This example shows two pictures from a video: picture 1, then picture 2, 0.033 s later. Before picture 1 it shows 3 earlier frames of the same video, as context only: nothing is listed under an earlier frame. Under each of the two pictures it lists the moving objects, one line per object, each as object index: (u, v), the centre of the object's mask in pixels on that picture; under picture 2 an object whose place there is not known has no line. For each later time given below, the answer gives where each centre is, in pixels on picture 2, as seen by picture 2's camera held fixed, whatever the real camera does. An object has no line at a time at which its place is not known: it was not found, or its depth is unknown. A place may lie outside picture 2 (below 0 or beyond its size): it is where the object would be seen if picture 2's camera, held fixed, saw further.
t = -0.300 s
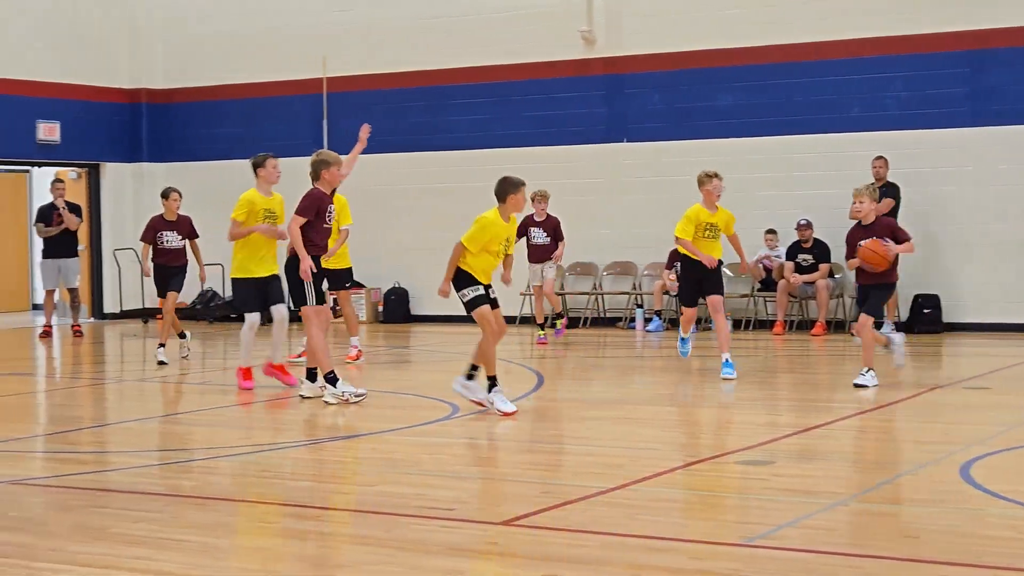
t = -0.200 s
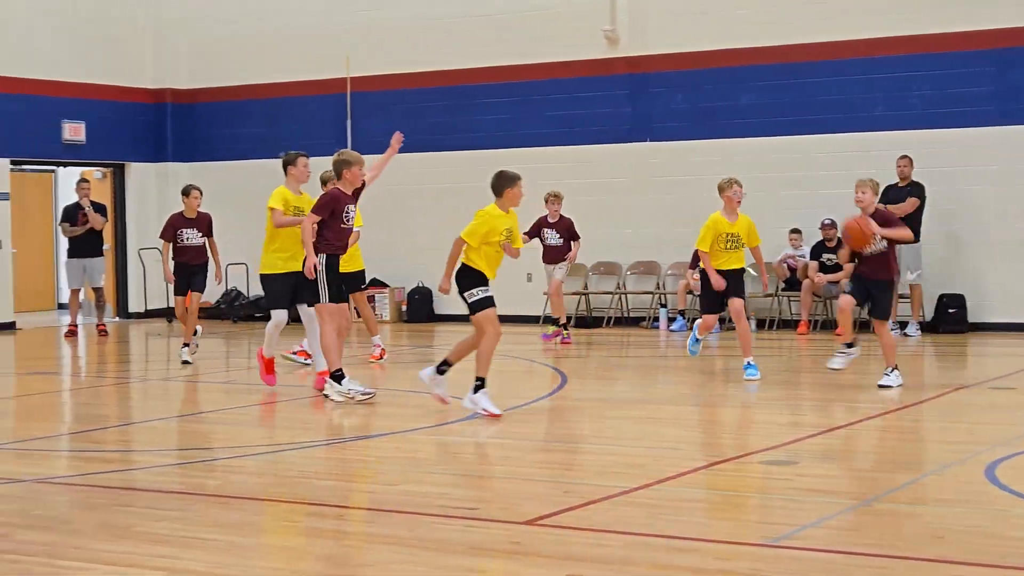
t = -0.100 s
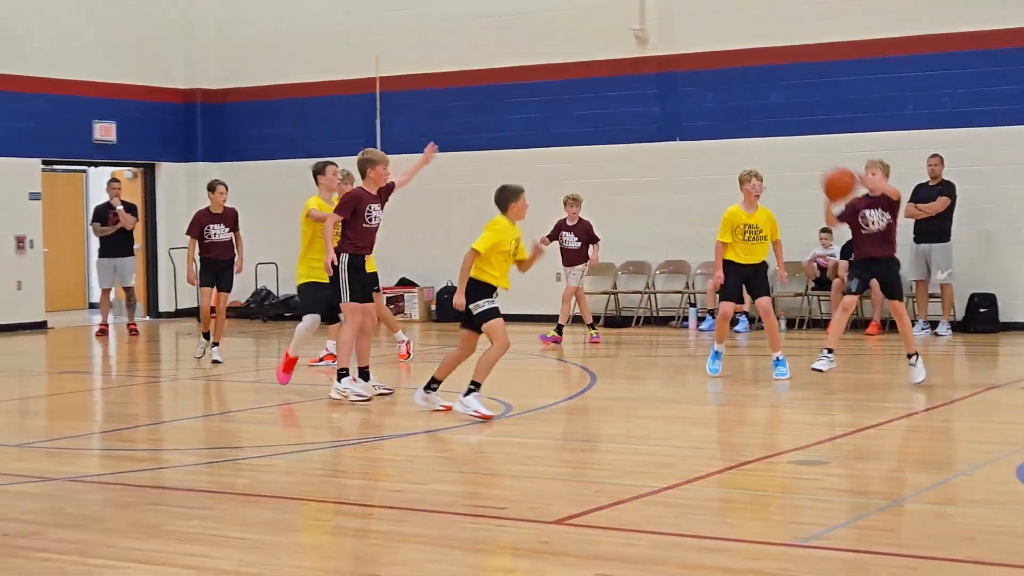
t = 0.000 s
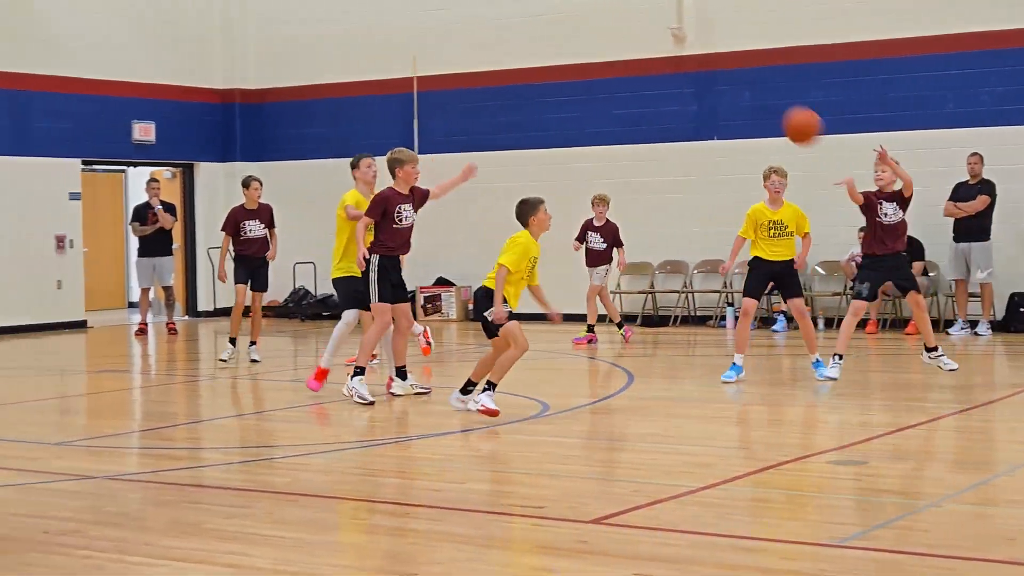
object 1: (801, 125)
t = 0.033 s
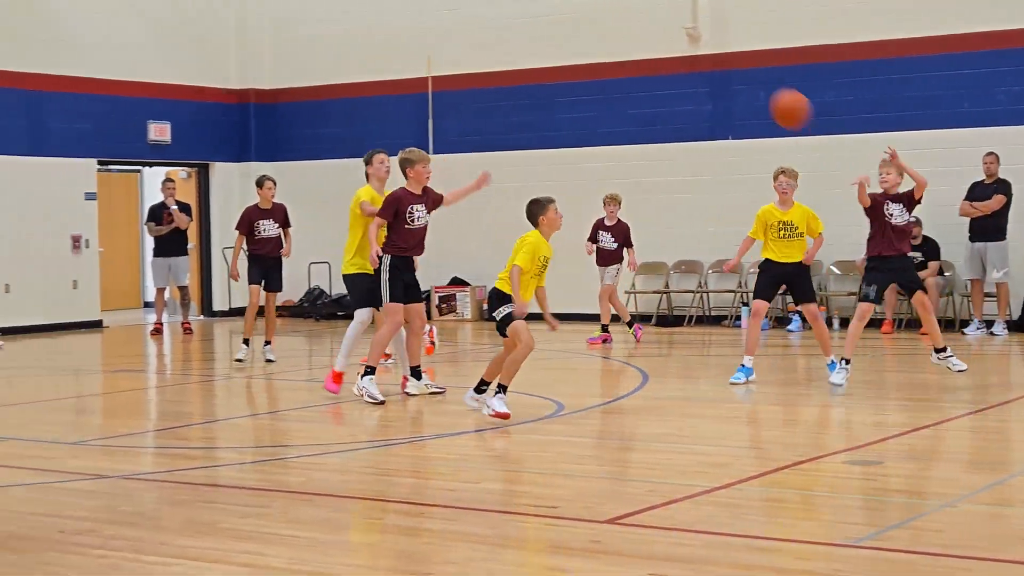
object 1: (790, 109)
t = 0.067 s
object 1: (766, 93)
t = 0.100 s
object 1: (742, 78)
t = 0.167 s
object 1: (690, 53)
